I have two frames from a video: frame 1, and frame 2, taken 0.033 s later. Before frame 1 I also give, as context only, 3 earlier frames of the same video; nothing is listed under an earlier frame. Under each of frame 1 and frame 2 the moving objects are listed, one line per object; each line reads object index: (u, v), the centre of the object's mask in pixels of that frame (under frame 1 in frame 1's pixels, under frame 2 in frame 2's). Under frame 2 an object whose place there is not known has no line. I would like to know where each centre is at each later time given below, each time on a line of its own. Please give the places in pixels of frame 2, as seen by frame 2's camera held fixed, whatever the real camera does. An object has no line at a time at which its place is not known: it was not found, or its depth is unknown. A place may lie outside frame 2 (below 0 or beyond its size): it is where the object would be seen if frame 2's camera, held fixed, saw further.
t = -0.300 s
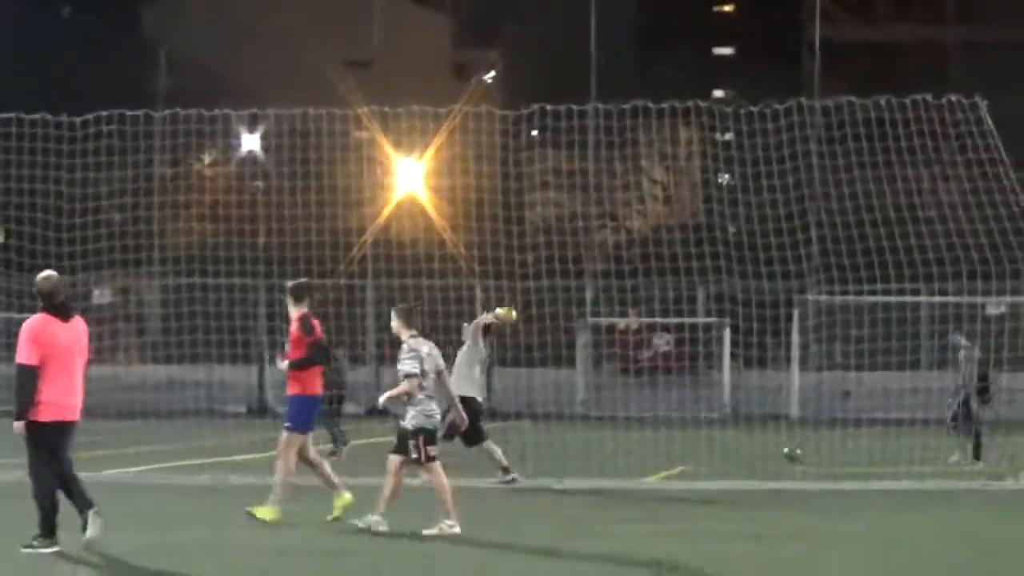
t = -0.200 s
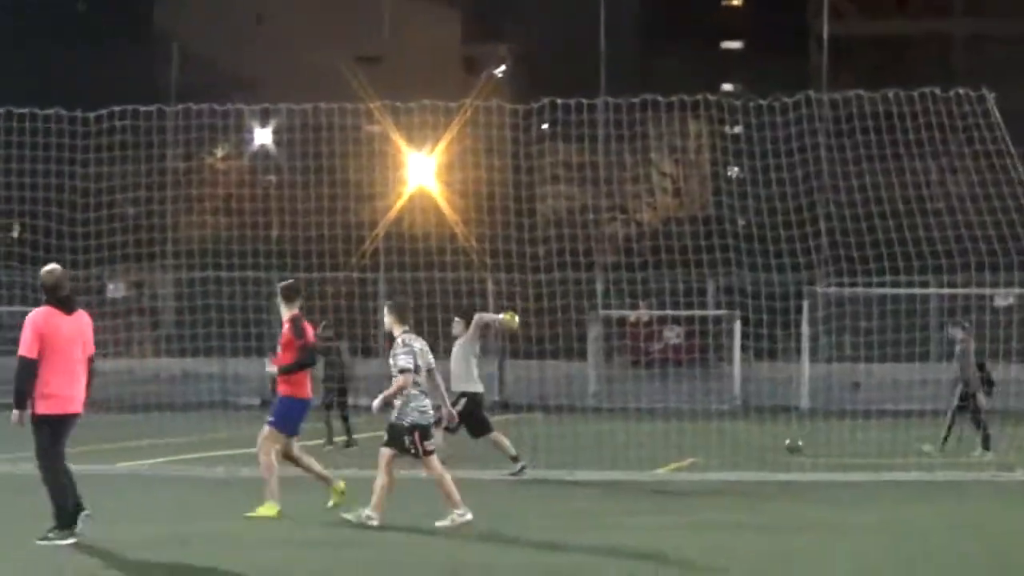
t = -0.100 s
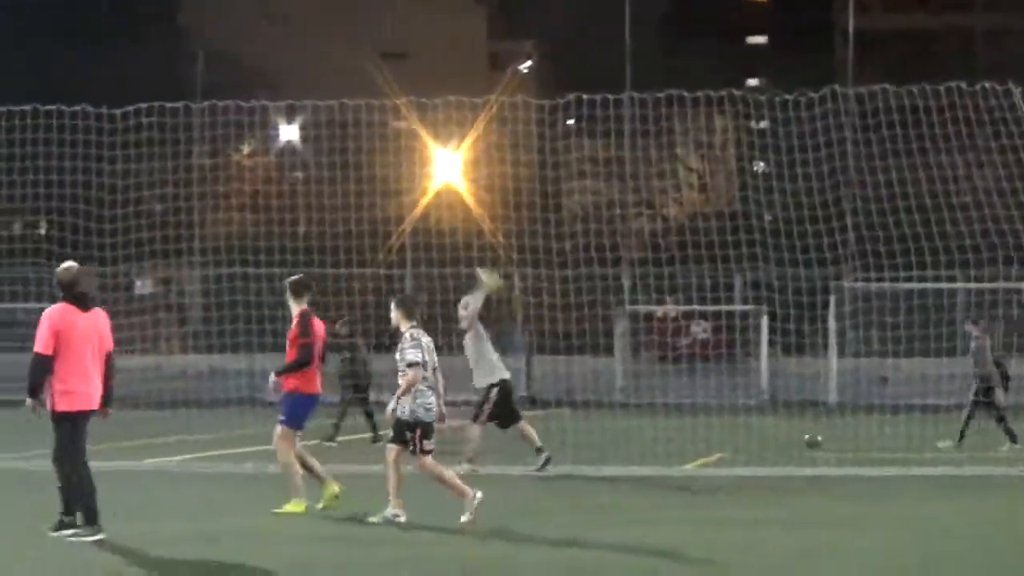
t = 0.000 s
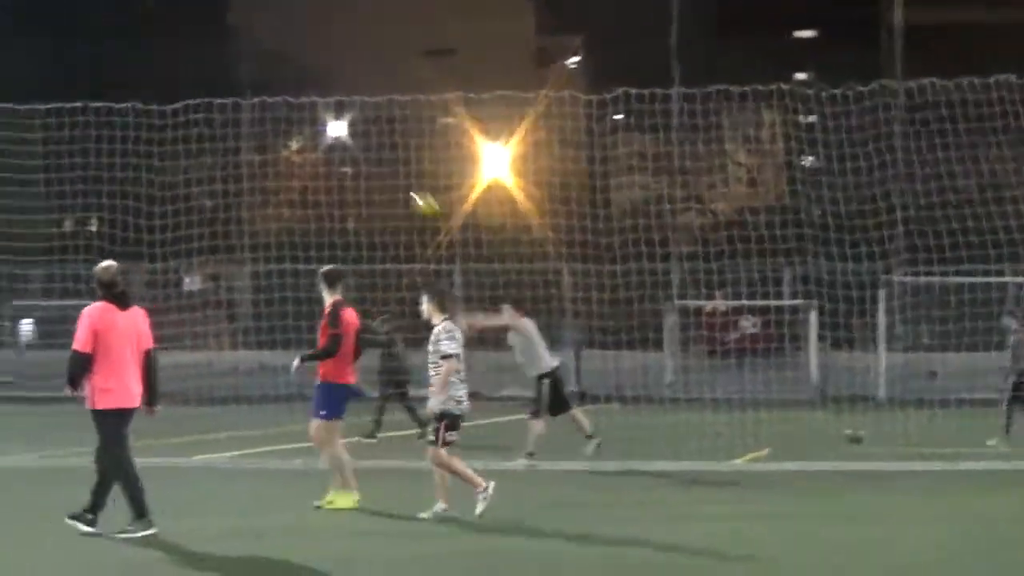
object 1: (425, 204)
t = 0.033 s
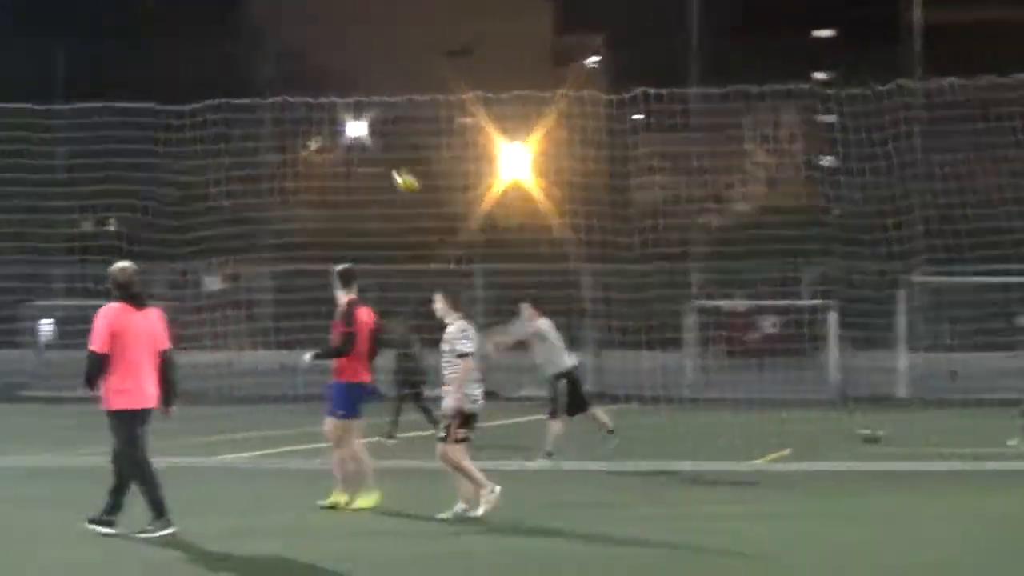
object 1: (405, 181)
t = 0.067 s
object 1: (367, 159)
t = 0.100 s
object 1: (329, 139)
